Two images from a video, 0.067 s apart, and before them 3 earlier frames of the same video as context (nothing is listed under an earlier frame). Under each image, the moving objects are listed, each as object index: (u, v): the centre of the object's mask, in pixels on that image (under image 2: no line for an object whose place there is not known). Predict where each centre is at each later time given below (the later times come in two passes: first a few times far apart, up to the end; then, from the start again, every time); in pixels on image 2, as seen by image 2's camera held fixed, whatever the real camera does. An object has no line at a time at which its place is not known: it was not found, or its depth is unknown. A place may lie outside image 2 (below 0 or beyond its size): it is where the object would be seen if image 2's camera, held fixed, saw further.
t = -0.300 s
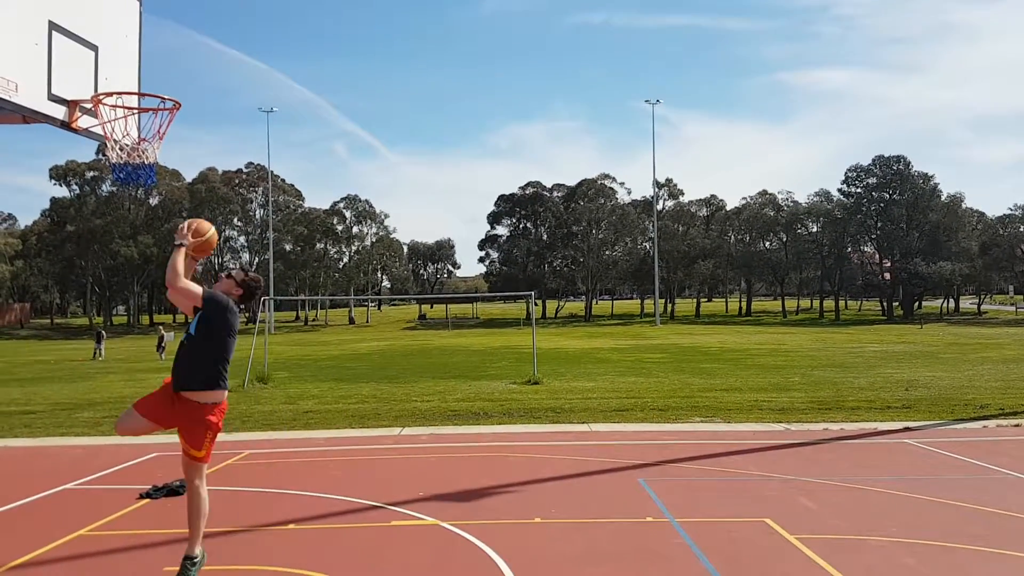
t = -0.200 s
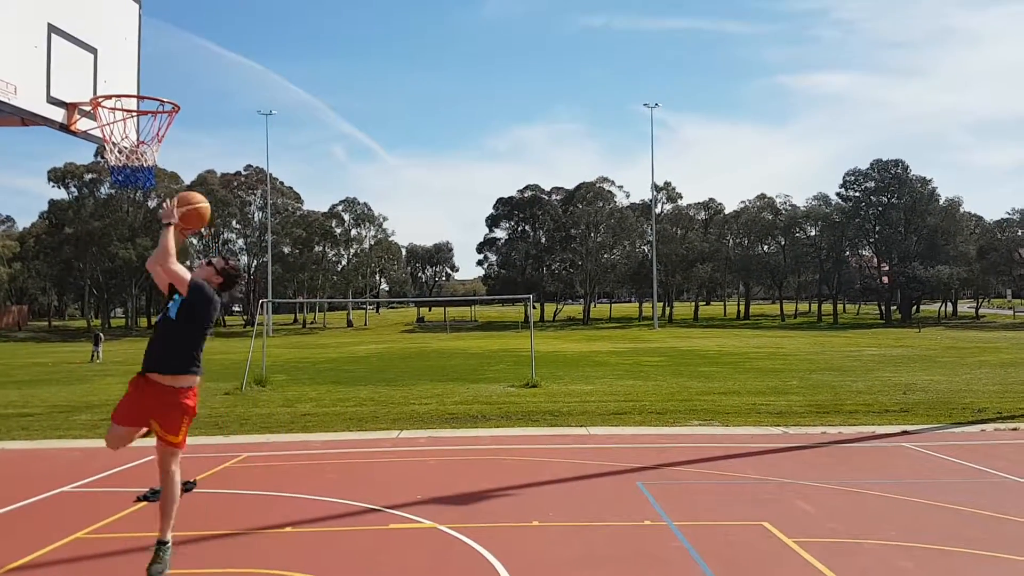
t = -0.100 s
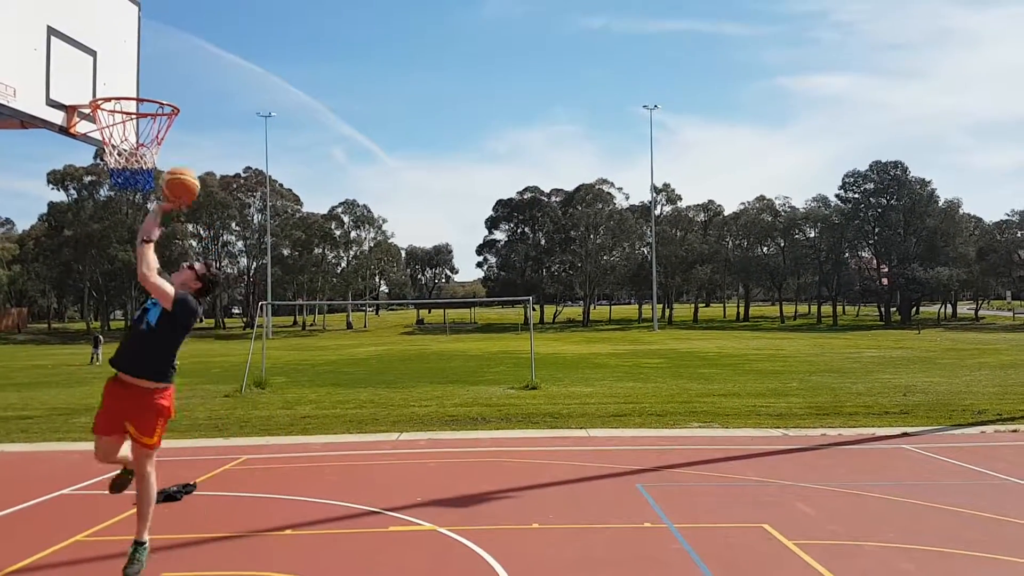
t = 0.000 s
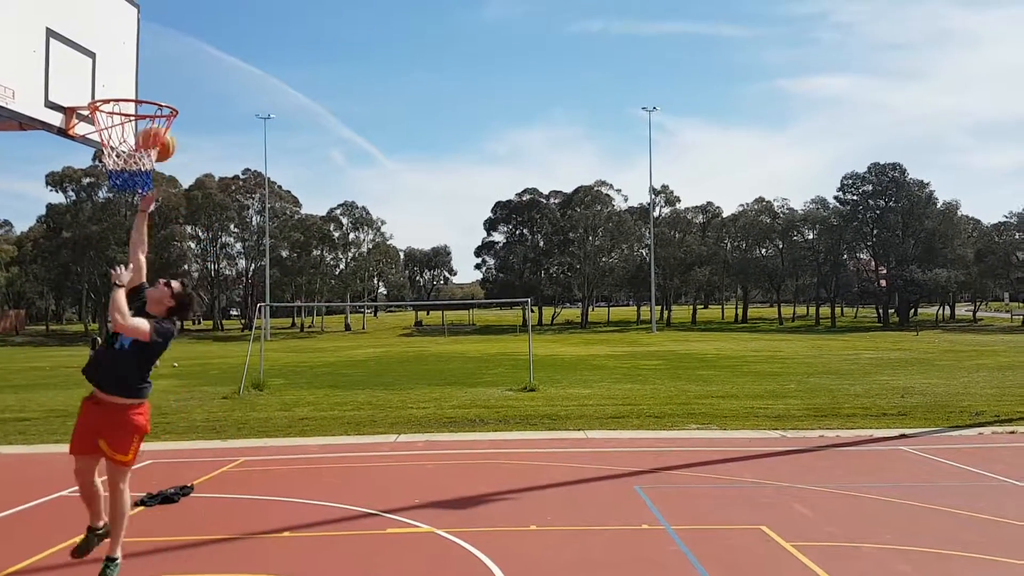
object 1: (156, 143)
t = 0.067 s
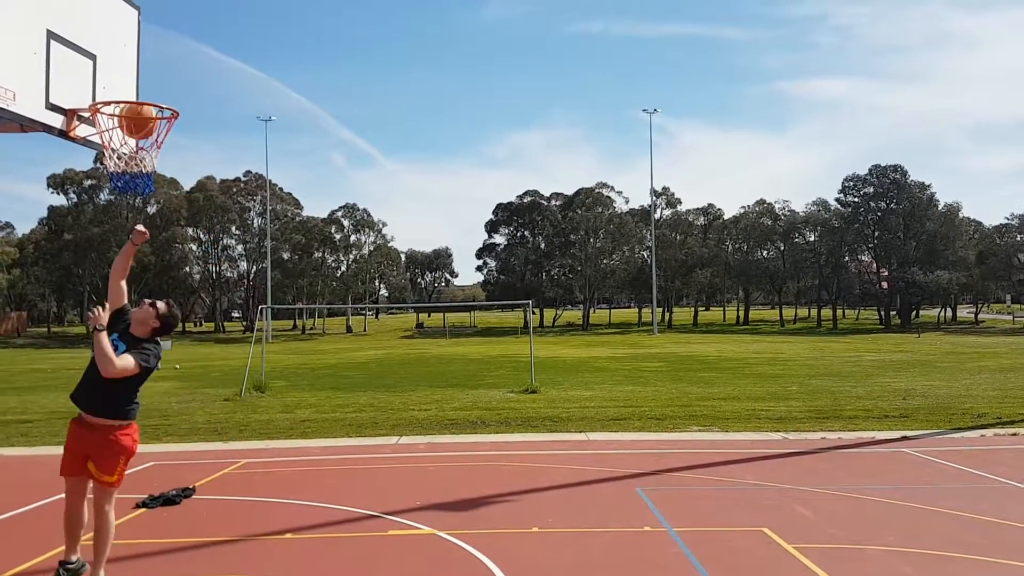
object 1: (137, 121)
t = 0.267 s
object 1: (115, 93)
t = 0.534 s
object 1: (145, 141)
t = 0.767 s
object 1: (160, 204)
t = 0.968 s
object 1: (168, 323)
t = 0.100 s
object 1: (129, 110)
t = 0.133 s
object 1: (119, 101)
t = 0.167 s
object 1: (108, 95)
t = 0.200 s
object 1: (108, 91)
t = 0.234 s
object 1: (112, 90)
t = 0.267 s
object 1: (115, 93)
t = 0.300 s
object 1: (120, 94)
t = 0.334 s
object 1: (123, 96)
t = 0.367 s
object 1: (127, 99)
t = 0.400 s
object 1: (131, 104)
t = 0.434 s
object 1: (133, 111)
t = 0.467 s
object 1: (138, 121)
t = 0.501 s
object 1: (142, 132)
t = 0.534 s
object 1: (145, 141)
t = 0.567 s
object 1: (149, 152)
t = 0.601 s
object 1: (152, 157)
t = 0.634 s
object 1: (152, 163)
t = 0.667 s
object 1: (152, 176)
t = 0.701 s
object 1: (154, 181)
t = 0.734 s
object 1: (159, 192)
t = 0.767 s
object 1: (160, 204)
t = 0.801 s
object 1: (161, 220)
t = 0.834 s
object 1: (162, 236)
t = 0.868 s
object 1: (164, 255)
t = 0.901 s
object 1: (166, 275)
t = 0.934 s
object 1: (166, 298)
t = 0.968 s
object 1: (168, 323)
